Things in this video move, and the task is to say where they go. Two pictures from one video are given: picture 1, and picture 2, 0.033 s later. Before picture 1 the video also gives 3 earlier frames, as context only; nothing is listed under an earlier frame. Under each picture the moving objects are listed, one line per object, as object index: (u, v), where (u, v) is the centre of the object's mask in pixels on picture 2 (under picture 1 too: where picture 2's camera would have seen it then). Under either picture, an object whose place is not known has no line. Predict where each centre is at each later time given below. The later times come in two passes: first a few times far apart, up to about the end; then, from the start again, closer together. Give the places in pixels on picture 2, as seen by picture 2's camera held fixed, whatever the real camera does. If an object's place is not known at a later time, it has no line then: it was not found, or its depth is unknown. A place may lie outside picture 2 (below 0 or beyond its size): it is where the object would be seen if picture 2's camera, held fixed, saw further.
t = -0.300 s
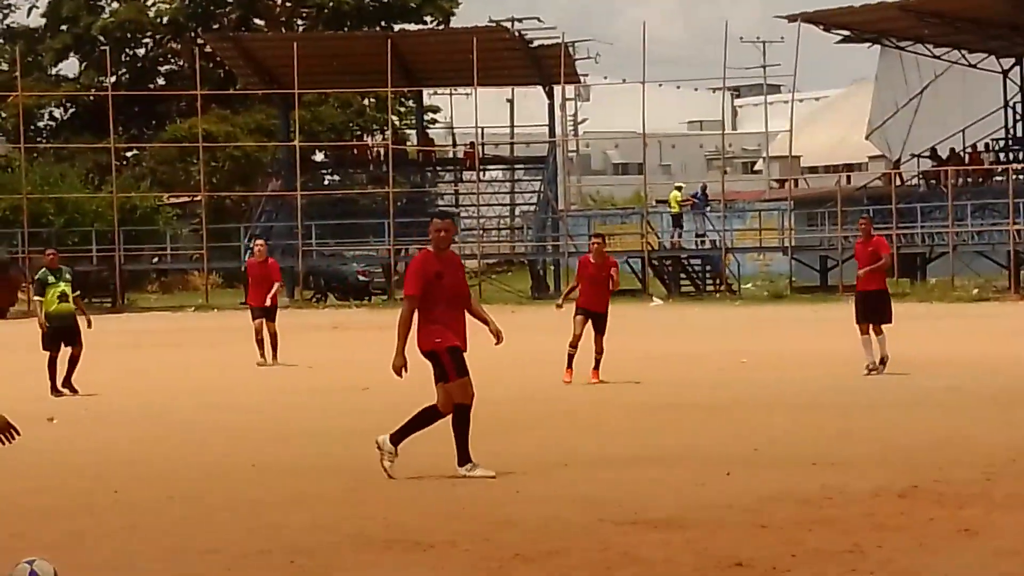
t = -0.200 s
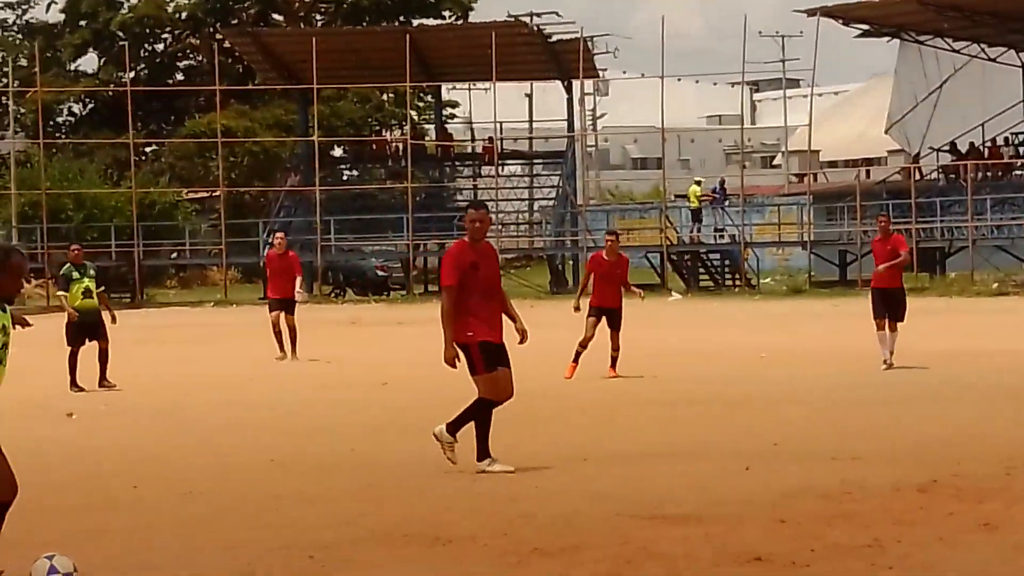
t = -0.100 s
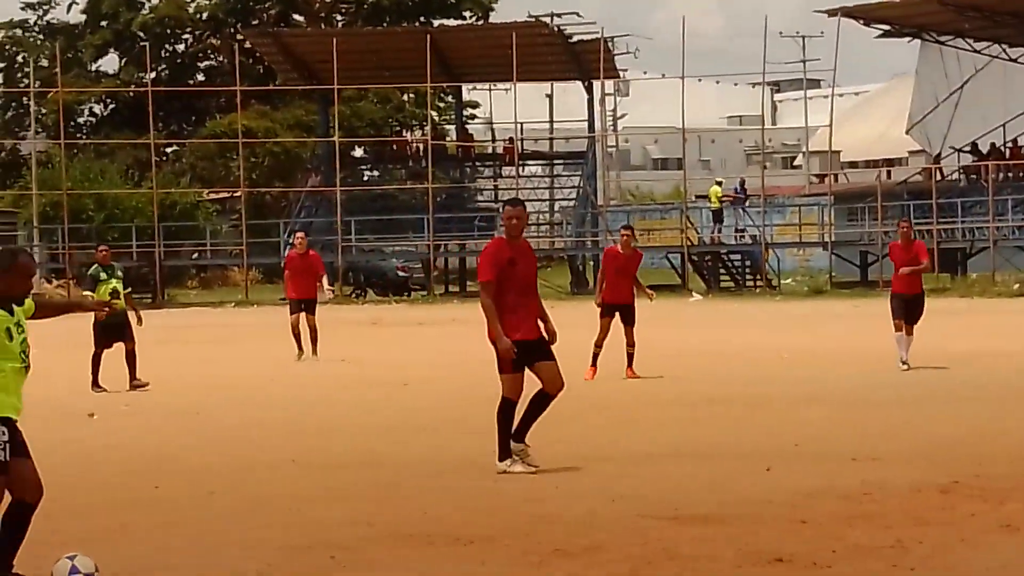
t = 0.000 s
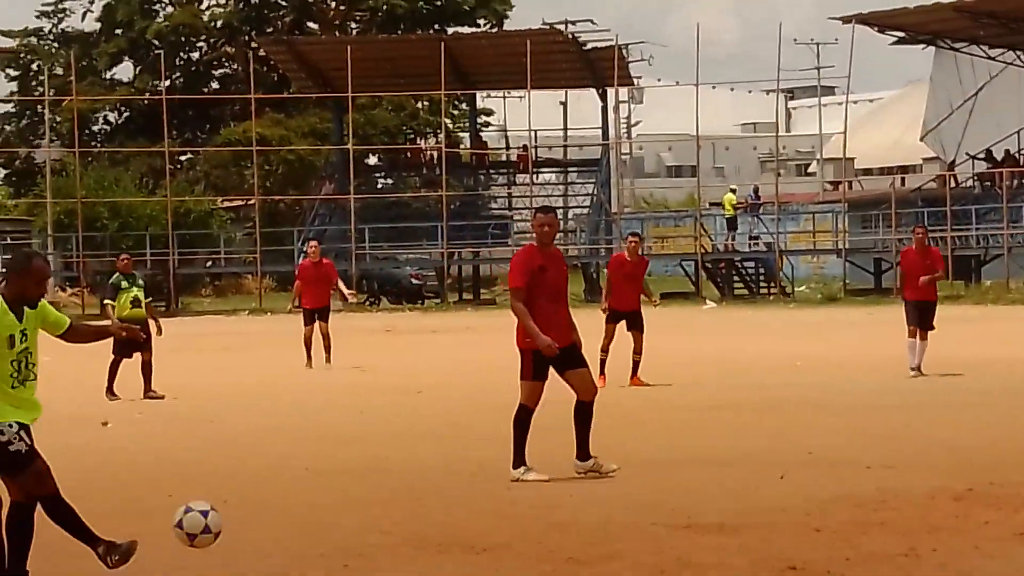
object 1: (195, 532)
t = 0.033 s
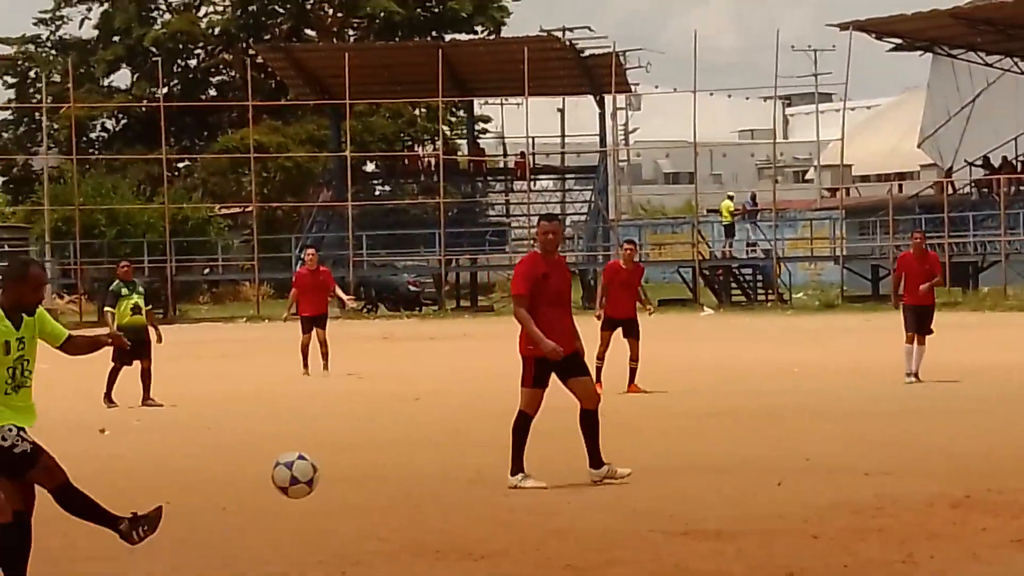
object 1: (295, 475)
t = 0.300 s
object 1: (971, 143)
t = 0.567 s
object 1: (1525, -34)
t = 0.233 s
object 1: (814, 208)
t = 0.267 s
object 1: (894, 174)
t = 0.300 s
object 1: (971, 143)
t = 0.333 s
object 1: (1044, 114)
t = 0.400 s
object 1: (1185, 60)
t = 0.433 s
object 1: (1256, 38)
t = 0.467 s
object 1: (1325, 17)
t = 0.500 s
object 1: (1393, -1)
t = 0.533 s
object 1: (1460, -18)
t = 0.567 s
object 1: (1525, -34)
